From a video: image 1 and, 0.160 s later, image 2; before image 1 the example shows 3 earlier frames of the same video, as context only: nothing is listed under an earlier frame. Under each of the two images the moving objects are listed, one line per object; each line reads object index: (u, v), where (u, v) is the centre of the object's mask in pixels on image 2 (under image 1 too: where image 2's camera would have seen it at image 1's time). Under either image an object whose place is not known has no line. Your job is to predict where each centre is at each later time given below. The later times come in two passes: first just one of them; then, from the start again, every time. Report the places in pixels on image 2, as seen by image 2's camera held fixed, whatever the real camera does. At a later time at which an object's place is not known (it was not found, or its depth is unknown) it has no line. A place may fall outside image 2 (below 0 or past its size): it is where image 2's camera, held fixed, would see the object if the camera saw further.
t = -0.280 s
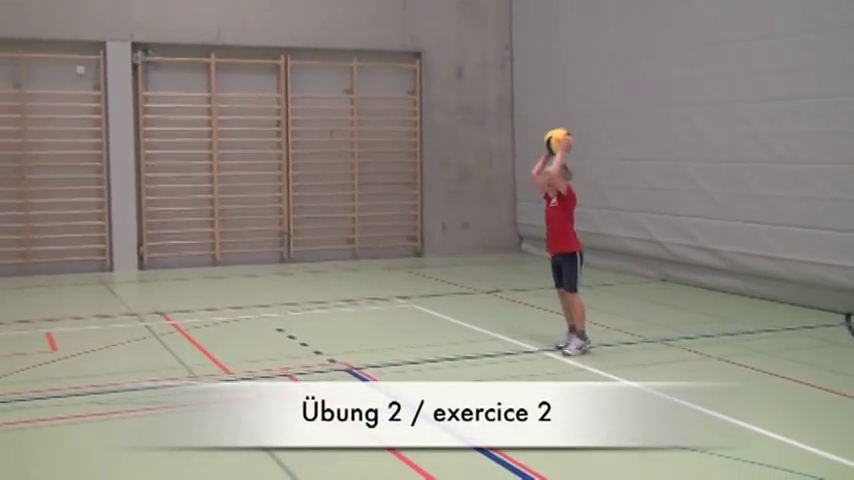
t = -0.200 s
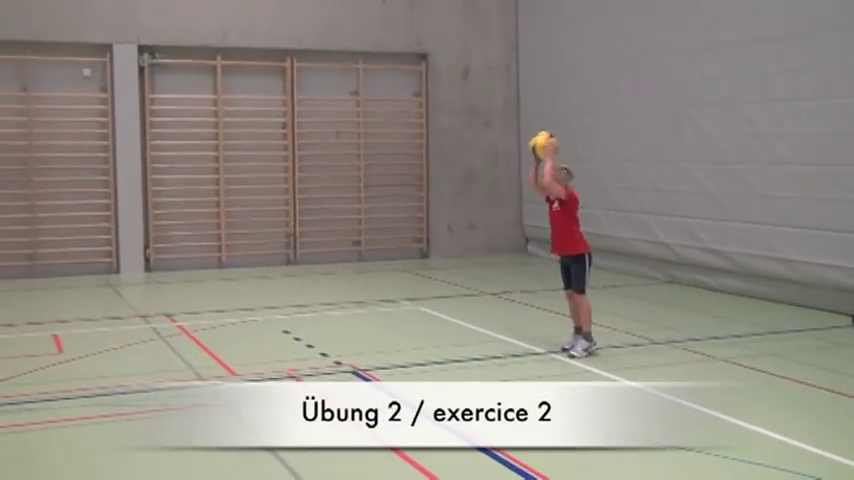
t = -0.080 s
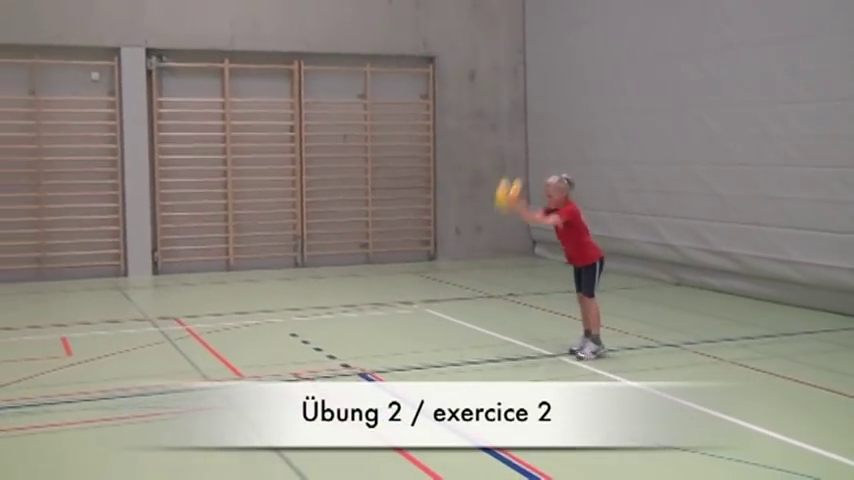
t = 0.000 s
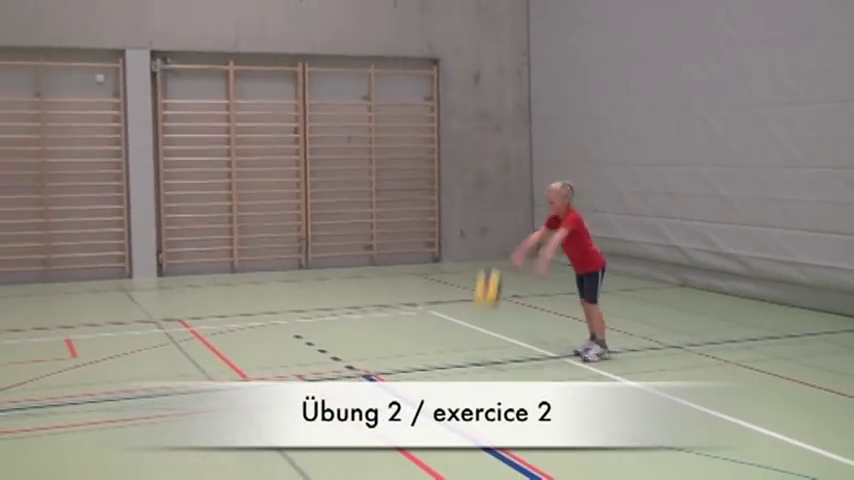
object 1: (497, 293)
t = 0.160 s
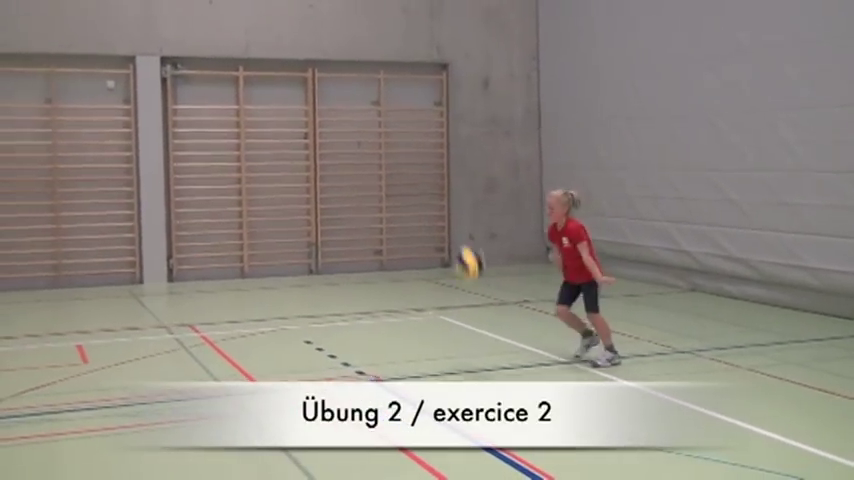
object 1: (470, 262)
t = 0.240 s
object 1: (459, 200)
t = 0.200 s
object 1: (463, 233)
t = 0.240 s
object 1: (459, 200)
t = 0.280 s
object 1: (455, 175)
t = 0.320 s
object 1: (450, 150)
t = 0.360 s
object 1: (445, 127)
